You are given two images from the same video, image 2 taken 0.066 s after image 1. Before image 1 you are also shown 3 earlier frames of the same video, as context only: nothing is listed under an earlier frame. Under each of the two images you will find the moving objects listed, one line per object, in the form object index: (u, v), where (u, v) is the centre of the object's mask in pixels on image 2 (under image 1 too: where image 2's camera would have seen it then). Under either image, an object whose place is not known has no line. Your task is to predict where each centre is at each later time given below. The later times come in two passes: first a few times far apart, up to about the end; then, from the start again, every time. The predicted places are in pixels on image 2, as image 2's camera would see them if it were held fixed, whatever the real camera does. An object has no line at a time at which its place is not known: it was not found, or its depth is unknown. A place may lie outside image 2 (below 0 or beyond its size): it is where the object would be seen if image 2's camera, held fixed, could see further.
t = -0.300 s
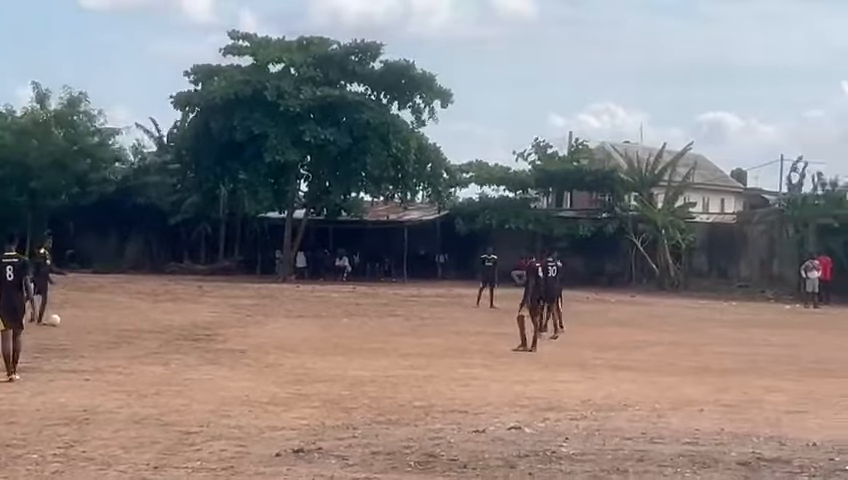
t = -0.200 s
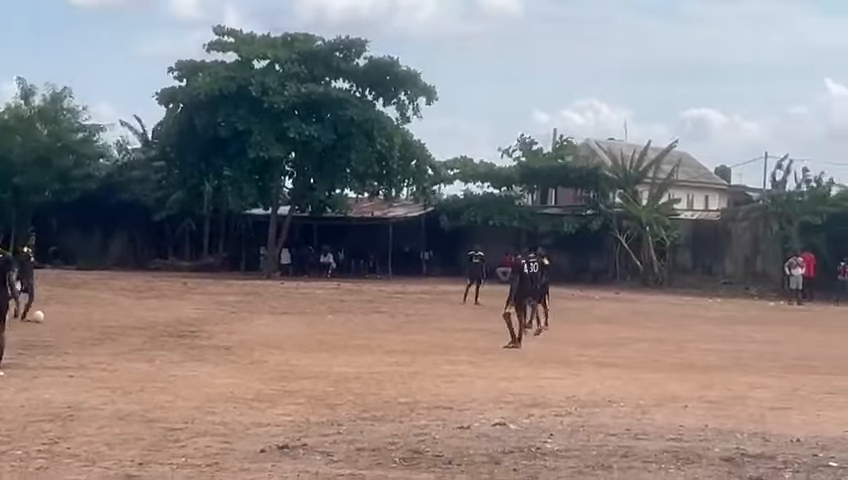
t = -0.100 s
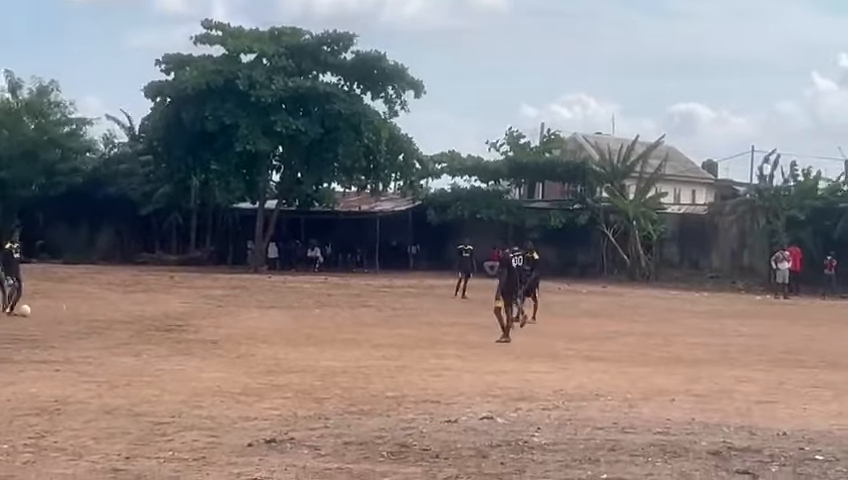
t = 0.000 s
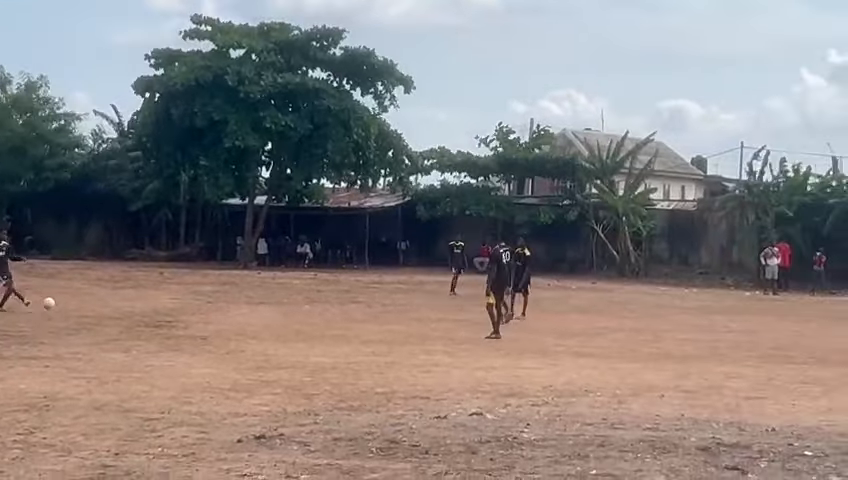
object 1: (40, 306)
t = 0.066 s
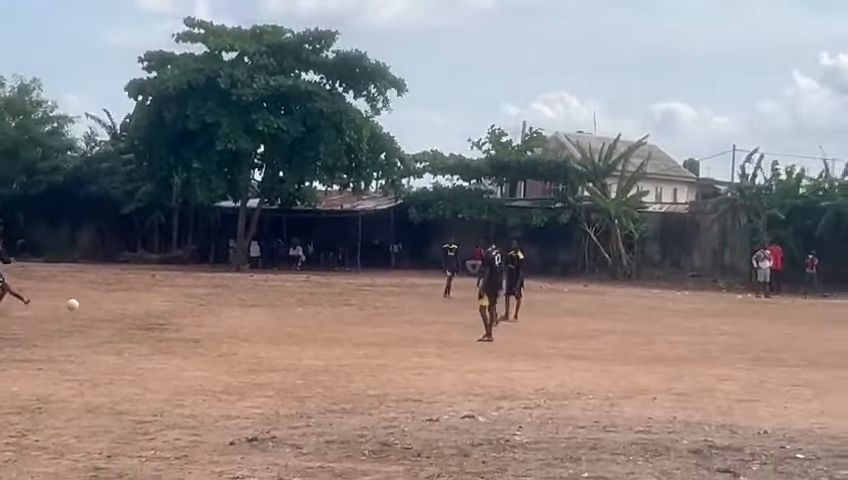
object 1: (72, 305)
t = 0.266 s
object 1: (158, 309)
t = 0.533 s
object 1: (237, 308)
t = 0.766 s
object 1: (298, 309)
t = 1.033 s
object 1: (362, 312)
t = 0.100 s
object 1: (87, 305)
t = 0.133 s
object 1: (103, 306)
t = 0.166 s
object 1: (118, 308)
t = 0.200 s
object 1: (132, 309)
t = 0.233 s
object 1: (146, 310)
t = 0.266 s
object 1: (158, 309)
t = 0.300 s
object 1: (170, 308)
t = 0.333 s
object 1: (181, 309)
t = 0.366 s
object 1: (193, 309)
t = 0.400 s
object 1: (198, 310)
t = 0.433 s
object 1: (210, 312)
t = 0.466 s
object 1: (219, 311)
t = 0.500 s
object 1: (228, 309)
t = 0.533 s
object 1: (237, 308)
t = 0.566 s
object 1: (246, 308)
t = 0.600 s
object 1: (255, 308)
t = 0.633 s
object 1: (264, 309)
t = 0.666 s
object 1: (273, 311)
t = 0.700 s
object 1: (281, 312)
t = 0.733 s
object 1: (290, 311)
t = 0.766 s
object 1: (298, 309)
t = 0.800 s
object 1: (306, 308)
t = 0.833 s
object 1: (315, 308)
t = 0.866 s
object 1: (323, 307)
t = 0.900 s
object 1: (330, 308)
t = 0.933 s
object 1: (338, 309)
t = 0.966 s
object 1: (346, 311)
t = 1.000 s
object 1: (354, 312)
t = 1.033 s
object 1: (362, 312)
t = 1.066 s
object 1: (370, 310)
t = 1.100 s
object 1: (378, 310)
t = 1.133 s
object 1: (386, 310)
